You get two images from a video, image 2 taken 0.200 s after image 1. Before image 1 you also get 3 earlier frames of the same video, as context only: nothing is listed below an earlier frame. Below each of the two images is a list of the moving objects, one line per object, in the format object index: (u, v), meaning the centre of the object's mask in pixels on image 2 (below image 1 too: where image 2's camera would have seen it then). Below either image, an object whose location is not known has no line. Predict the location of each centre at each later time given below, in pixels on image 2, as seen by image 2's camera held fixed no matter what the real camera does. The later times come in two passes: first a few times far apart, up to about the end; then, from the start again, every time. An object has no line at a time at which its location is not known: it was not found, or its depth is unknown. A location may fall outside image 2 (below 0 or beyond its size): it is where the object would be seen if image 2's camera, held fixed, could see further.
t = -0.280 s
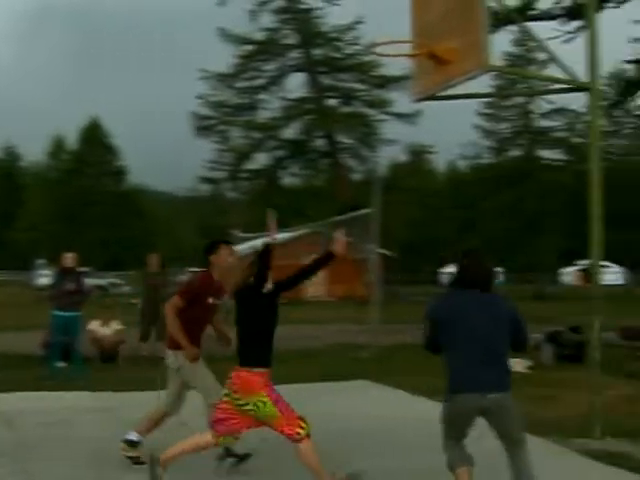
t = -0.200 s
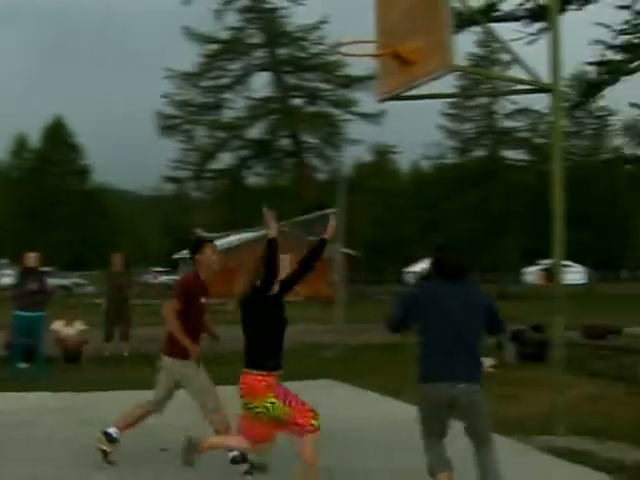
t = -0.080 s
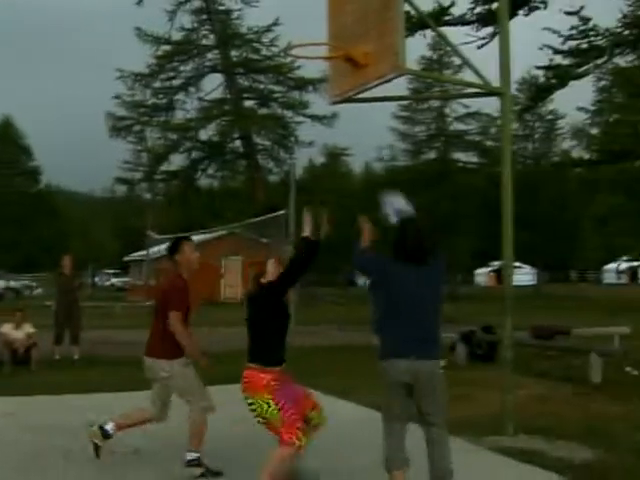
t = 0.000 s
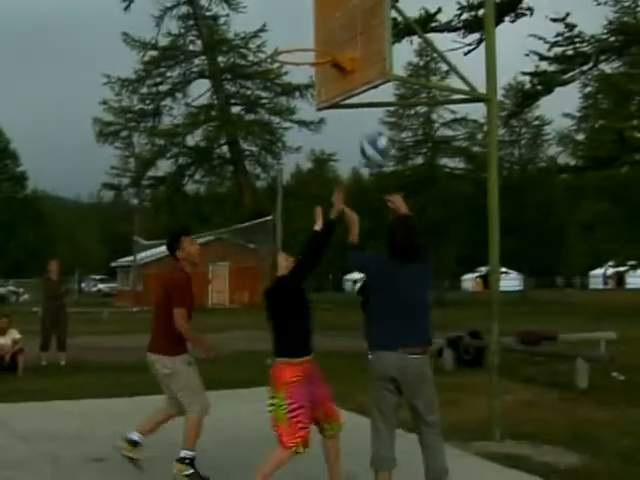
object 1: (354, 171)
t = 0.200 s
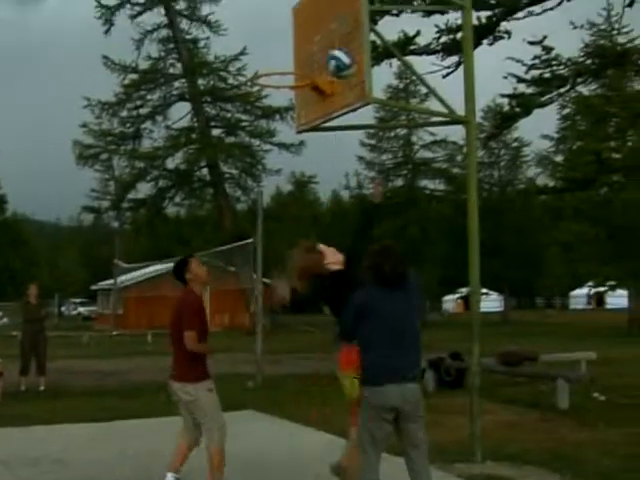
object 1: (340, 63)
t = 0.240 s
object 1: (337, 50)
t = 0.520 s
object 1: (320, 23)
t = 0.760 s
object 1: (289, 70)
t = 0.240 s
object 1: (337, 50)
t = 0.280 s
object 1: (333, 40)
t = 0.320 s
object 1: (330, 32)
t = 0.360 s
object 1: (329, 26)
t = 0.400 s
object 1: (327, 23)
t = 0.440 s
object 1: (325, 22)
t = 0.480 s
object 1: (323, 21)
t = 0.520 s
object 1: (320, 23)
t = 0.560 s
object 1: (314, 27)
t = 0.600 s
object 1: (307, 30)
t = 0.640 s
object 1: (304, 38)
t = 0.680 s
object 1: (298, 47)
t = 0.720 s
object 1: (293, 57)
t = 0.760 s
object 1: (289, 70)
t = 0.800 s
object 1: (283, 82)
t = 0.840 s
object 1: (280, 99)
